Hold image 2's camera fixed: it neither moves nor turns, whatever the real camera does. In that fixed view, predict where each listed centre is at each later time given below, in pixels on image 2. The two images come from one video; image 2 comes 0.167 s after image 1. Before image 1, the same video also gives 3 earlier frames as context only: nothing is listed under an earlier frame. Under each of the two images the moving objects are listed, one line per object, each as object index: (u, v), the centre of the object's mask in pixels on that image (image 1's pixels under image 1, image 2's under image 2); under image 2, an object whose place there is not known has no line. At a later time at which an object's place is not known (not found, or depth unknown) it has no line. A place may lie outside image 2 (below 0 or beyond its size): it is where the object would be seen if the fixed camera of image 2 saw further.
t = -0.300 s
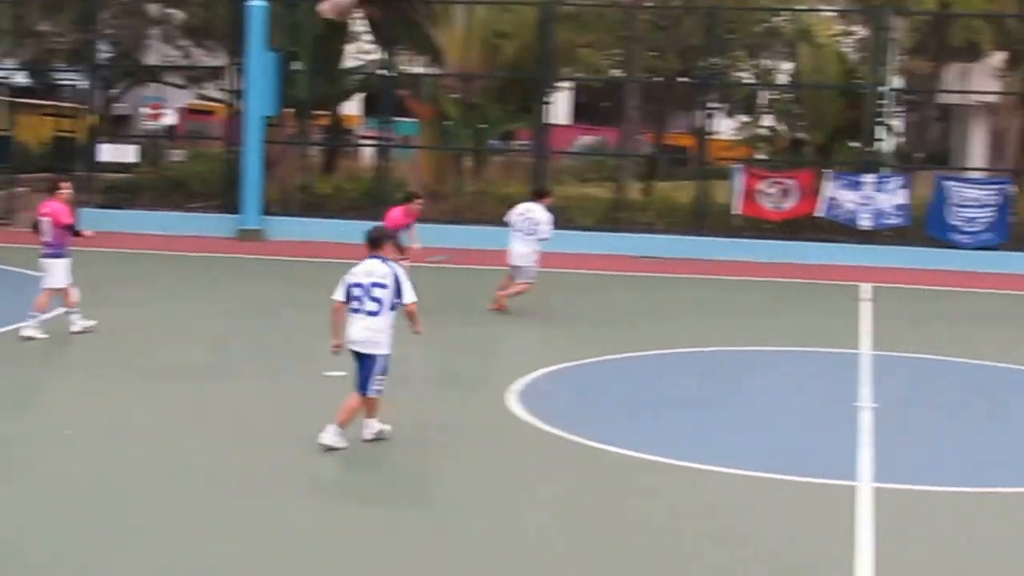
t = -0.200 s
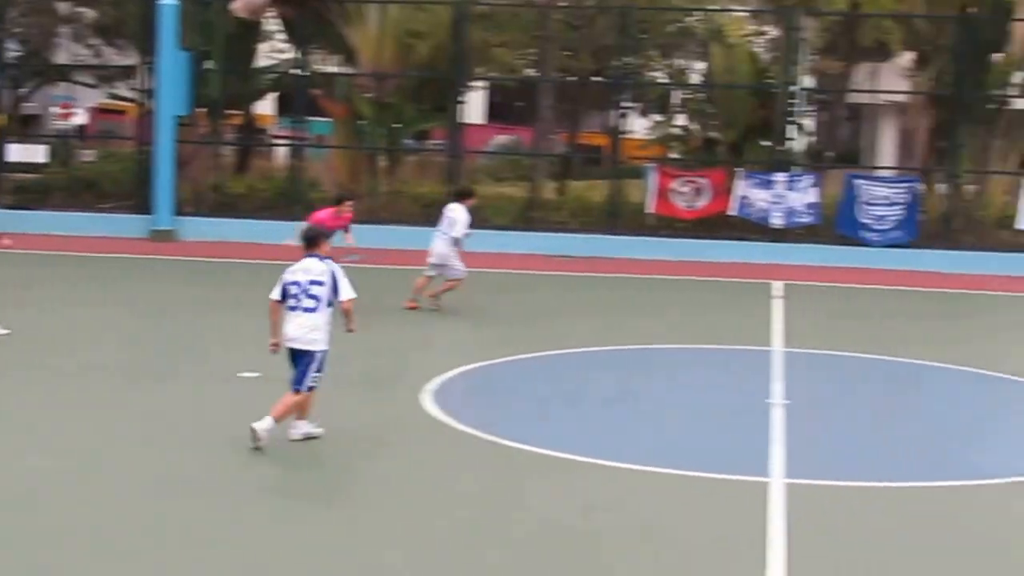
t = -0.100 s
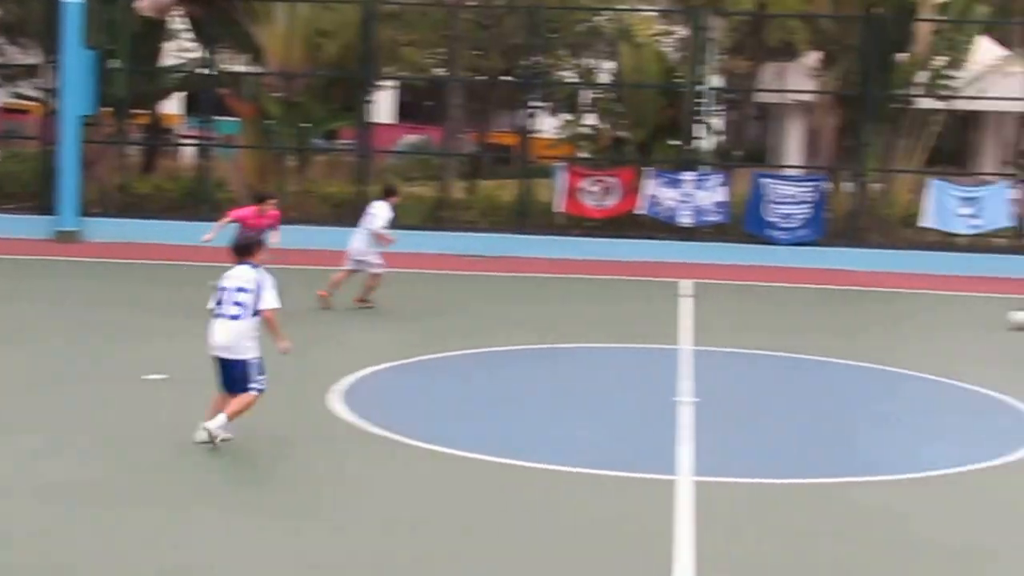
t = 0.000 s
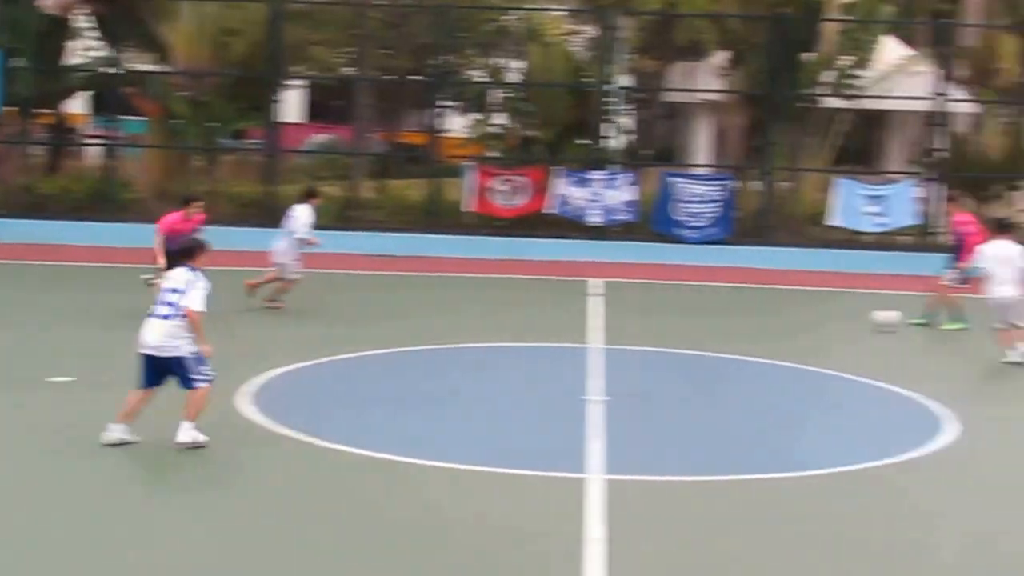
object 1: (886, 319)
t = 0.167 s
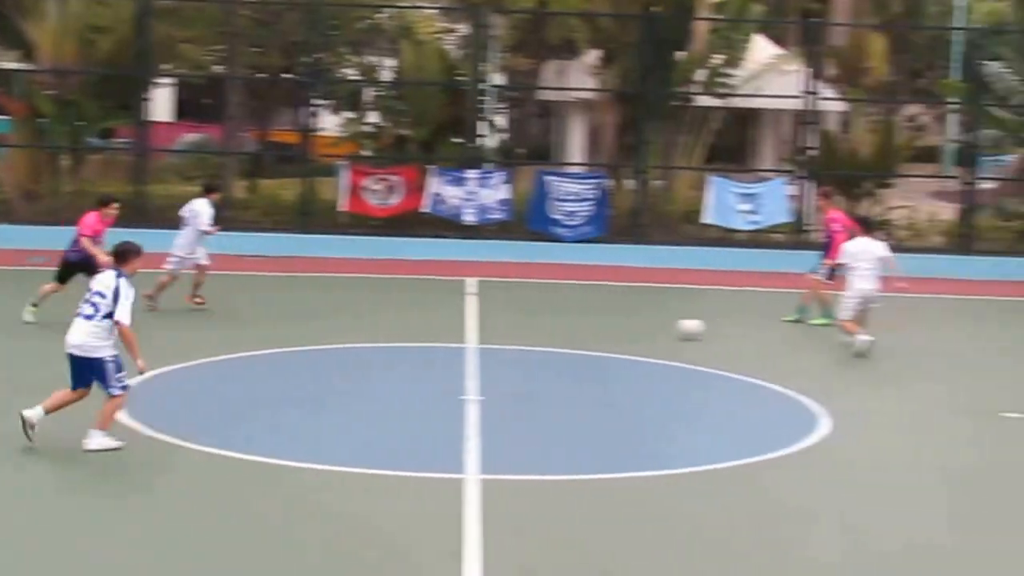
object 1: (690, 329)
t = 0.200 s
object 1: (679, 329)
